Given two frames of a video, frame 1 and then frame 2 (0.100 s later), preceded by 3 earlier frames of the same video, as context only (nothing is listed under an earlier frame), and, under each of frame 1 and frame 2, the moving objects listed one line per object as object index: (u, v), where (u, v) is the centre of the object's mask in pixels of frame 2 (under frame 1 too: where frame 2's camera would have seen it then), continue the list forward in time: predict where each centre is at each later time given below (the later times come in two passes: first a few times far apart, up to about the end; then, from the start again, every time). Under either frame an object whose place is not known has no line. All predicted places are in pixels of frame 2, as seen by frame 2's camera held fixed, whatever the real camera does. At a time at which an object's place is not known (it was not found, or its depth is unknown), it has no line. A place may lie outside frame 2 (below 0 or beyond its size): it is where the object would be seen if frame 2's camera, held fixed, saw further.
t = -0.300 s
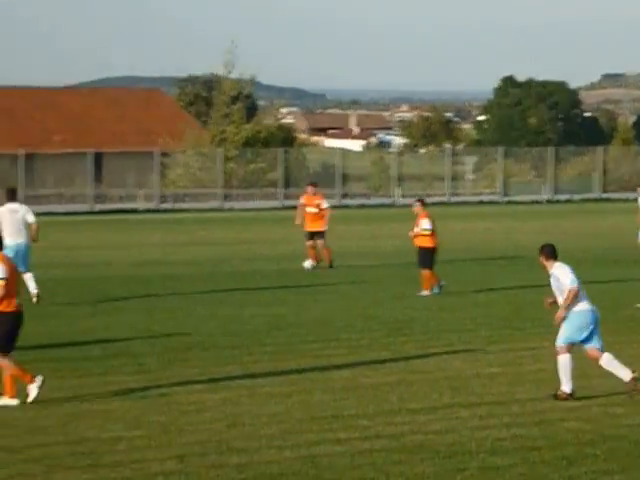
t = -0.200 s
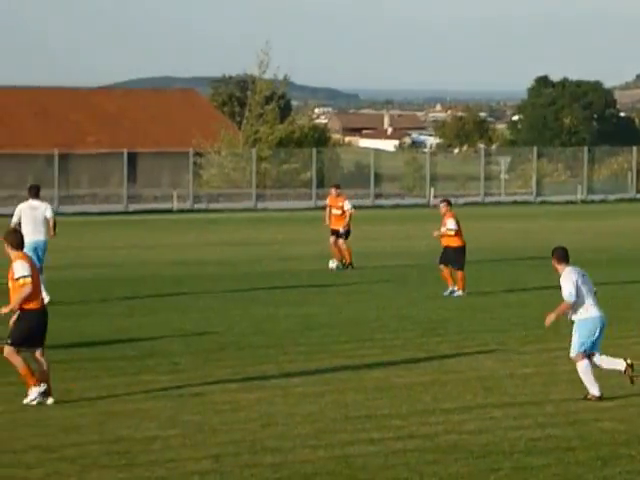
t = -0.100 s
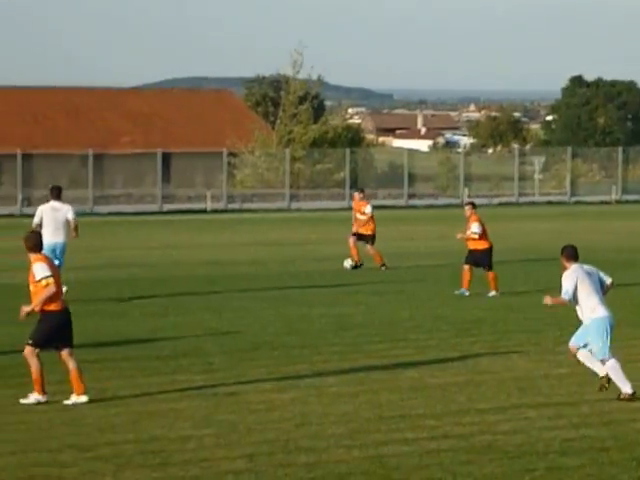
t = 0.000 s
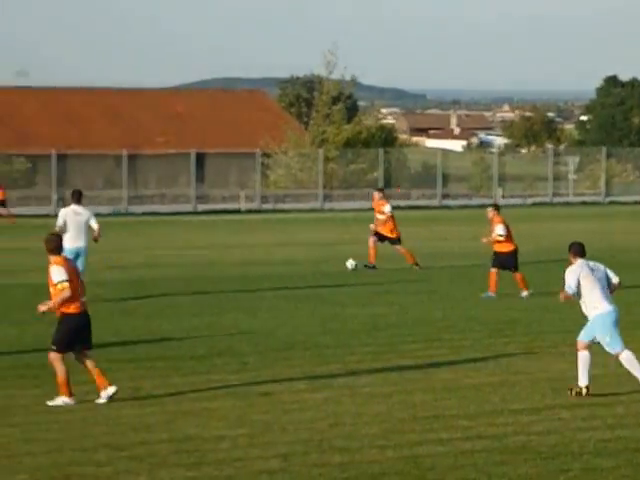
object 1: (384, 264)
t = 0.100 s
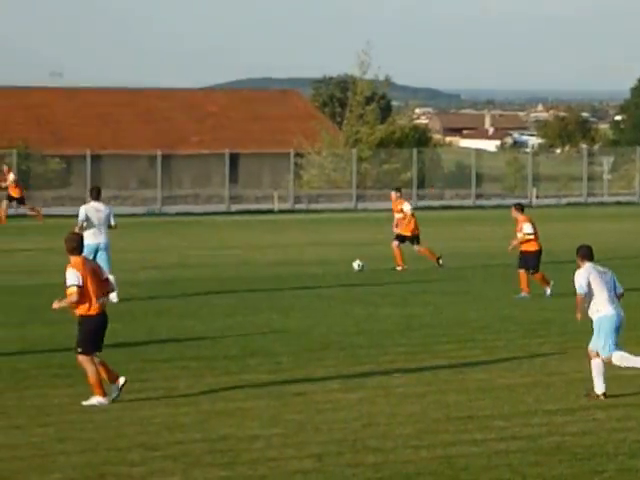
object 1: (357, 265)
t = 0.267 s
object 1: (321, 265)
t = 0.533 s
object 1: (277, 266)
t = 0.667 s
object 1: (255, 266)
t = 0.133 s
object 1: (349, 265)
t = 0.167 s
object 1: (341, 265)
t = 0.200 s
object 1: (334, 266)
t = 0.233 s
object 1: (326, 266)
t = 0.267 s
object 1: (321, 265)
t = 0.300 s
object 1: (315, 265)
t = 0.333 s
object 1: (309, 265)
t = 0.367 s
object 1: (304, 266)
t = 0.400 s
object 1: (298, 266)
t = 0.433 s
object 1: (292, 265)
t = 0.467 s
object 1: (287, 265)
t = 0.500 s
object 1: (282, 265)
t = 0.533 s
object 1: (277, 266)
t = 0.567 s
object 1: (271, 266)
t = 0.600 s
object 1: (266, 266)
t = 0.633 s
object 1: (261, 266)
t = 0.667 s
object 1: (255, 266)
